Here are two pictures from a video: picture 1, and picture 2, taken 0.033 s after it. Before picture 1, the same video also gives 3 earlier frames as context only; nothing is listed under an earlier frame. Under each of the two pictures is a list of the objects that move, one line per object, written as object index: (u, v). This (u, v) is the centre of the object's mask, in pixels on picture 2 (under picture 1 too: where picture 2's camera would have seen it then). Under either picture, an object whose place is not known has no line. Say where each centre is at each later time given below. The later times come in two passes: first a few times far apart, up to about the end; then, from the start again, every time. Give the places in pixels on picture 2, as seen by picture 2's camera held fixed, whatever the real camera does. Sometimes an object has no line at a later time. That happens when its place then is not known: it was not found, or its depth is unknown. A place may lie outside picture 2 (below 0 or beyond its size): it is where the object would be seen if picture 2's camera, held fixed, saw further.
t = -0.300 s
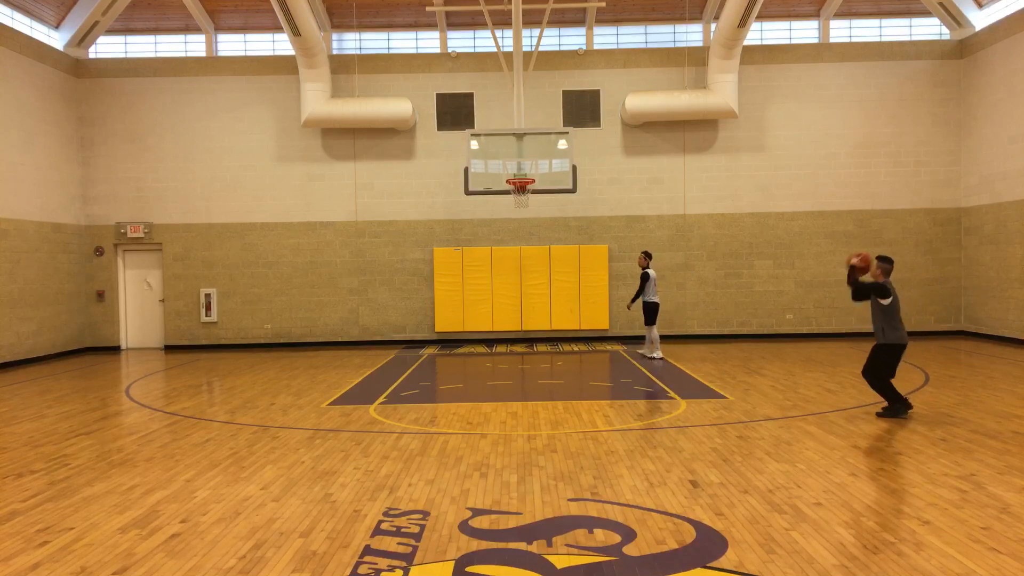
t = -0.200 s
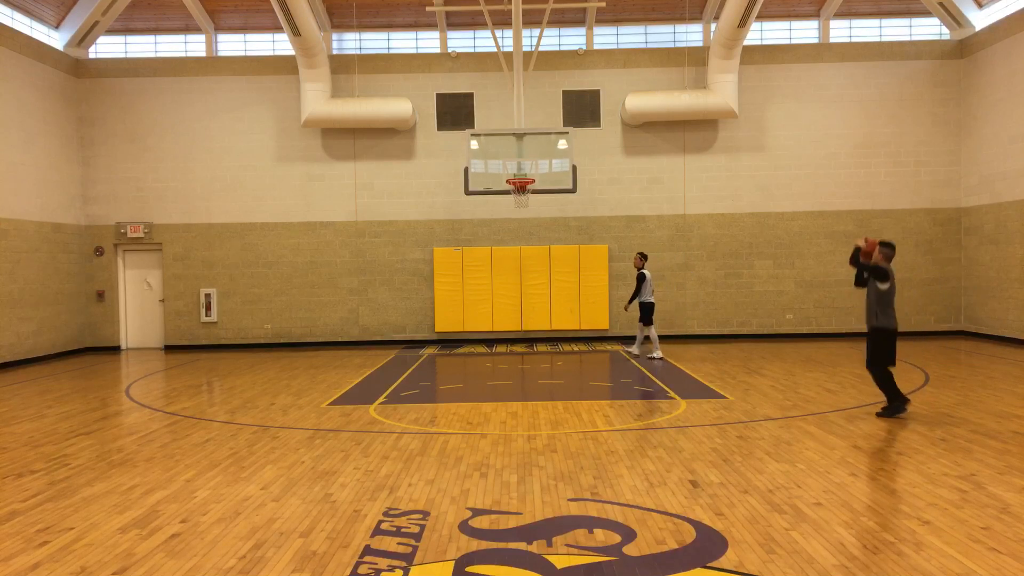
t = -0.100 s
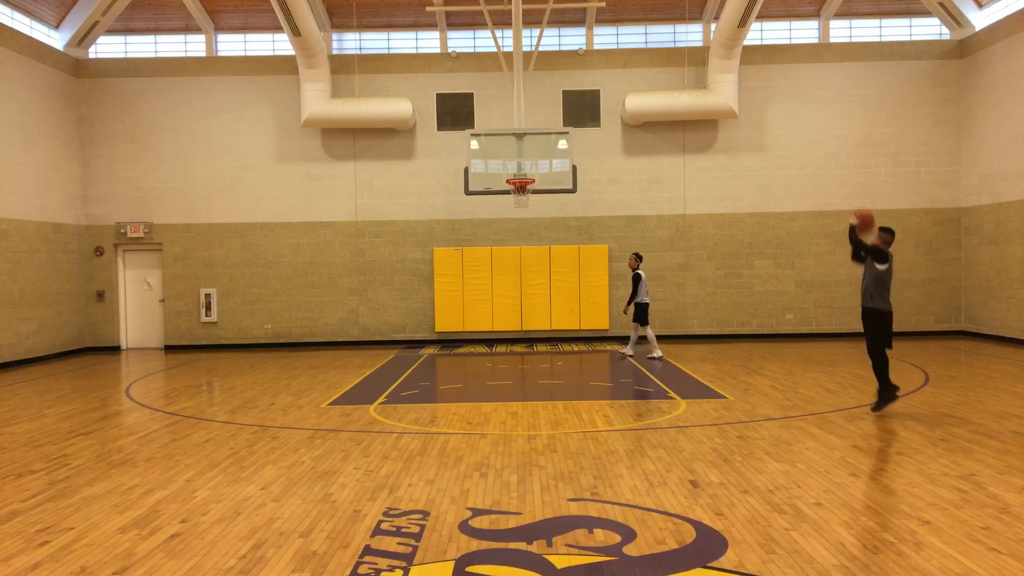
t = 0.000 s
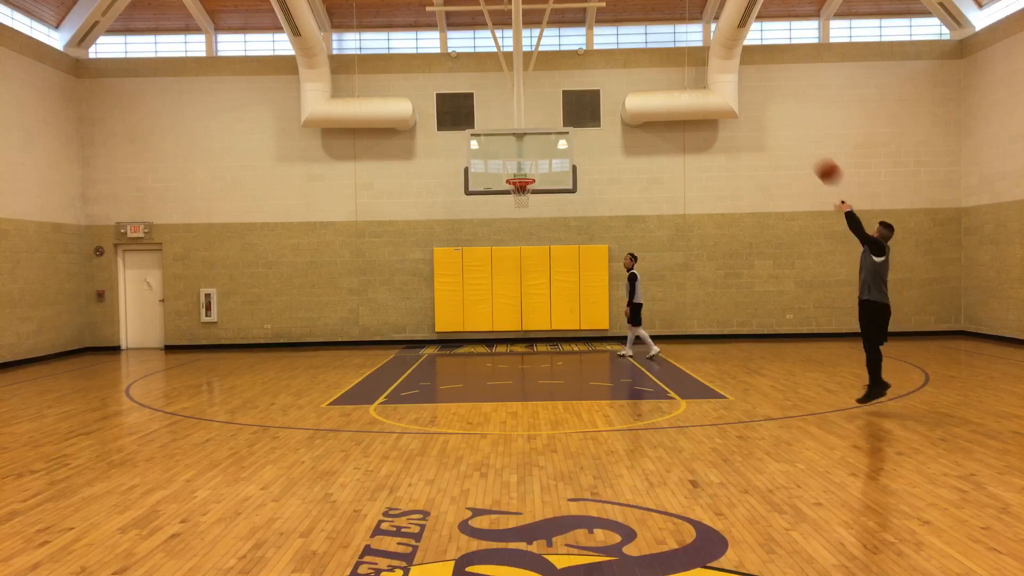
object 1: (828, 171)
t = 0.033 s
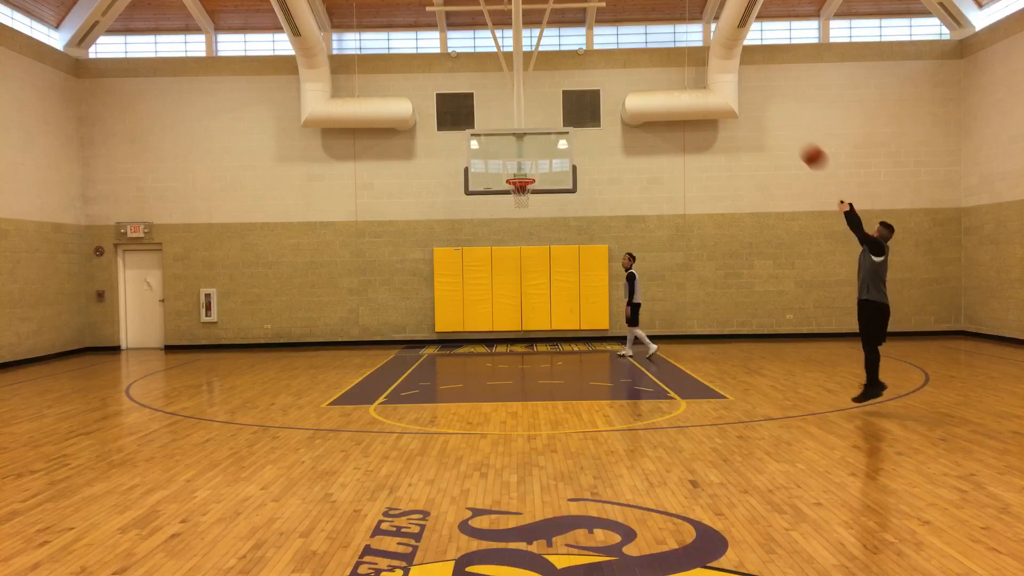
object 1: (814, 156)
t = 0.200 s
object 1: (748, 100)
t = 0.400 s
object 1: (682, 69)
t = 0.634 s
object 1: (617, 72)
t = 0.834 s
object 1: (571, 101)
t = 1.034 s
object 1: (532, 151)
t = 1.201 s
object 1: (517, 200)
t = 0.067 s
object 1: (799, 142)
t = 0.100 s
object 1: (785, 129)
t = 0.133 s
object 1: (772, 118)
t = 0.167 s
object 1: (760, 109)
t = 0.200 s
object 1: (748, 100)
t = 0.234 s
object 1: (737, 92)
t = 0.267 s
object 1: (725, 85)
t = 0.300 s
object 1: (713, 79)
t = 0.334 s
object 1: (702, 75)
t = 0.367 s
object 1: (692, 72)
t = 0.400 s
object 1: (682, 69)
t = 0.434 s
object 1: (672, 67)
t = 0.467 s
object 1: (662, 66)
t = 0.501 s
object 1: (653, 65)
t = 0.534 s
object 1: (643, 66)
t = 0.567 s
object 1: (634, 67)
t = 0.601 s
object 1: (626, 69)
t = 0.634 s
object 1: (617, 72)
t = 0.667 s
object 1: (609, 75)
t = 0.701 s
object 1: (601, 79)
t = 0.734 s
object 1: (594, 84)
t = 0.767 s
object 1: (586, 89)
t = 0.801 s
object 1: (579, 95)
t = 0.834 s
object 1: (571, 101)
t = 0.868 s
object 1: (564, 109)
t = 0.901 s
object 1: (557, 117)
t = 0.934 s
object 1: (551, 124)
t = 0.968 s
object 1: (545, 133)
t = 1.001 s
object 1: (538, 143)
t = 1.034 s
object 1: (532, 151)
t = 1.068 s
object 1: (526, 161)
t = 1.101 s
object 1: (520, 171)
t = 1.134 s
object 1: (516, 182)
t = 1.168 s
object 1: (517, 190)
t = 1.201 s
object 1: (517, 200)
